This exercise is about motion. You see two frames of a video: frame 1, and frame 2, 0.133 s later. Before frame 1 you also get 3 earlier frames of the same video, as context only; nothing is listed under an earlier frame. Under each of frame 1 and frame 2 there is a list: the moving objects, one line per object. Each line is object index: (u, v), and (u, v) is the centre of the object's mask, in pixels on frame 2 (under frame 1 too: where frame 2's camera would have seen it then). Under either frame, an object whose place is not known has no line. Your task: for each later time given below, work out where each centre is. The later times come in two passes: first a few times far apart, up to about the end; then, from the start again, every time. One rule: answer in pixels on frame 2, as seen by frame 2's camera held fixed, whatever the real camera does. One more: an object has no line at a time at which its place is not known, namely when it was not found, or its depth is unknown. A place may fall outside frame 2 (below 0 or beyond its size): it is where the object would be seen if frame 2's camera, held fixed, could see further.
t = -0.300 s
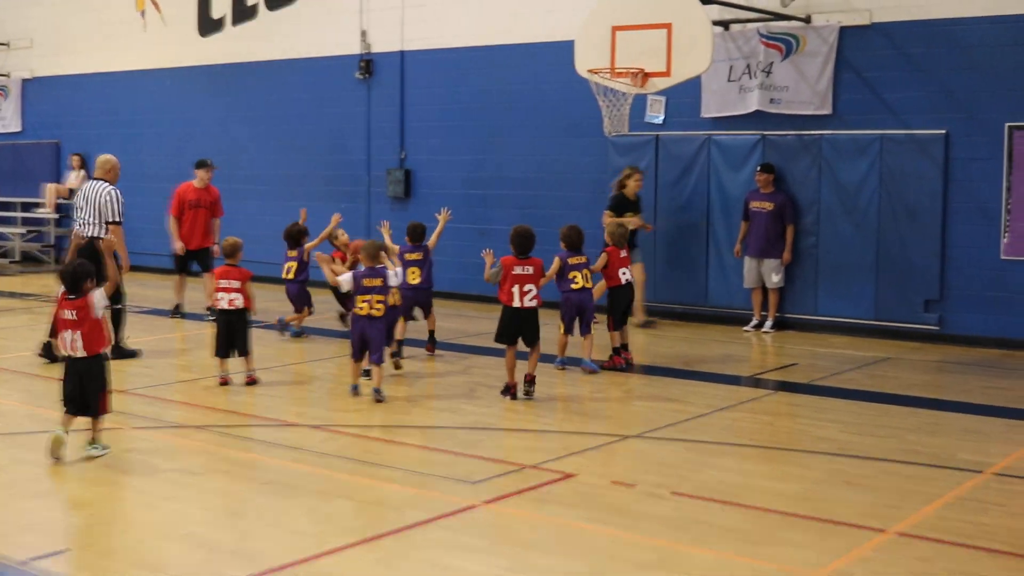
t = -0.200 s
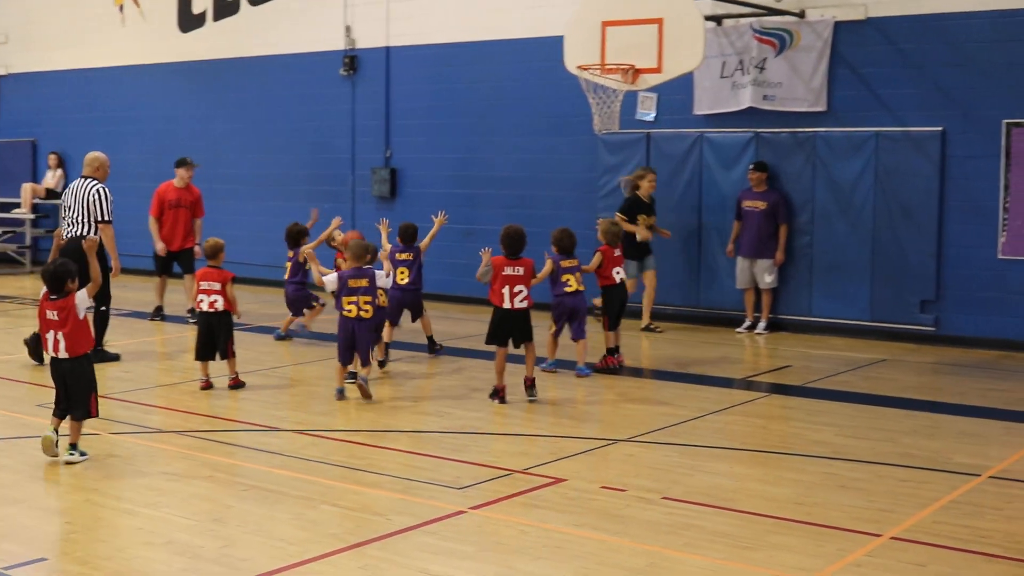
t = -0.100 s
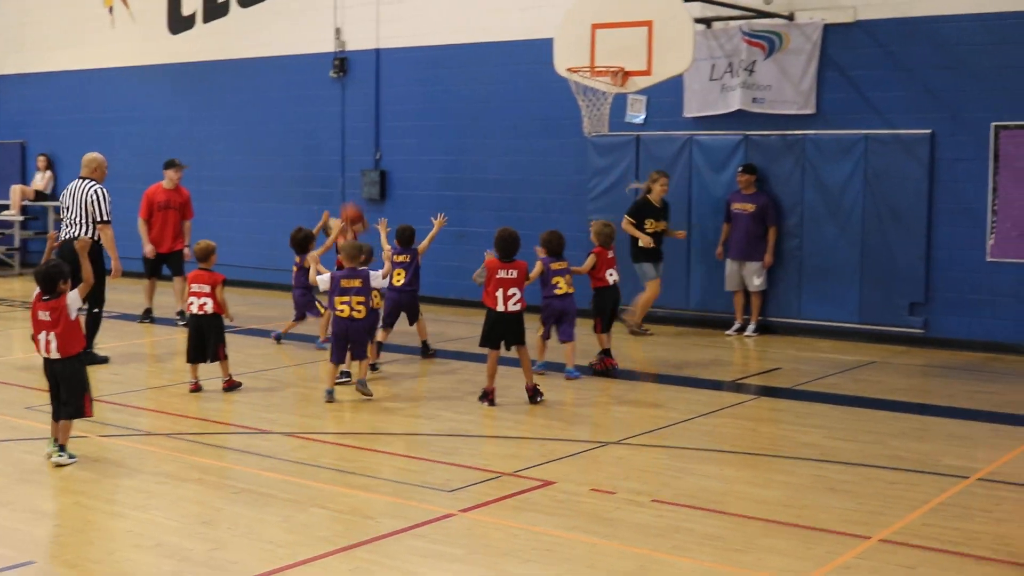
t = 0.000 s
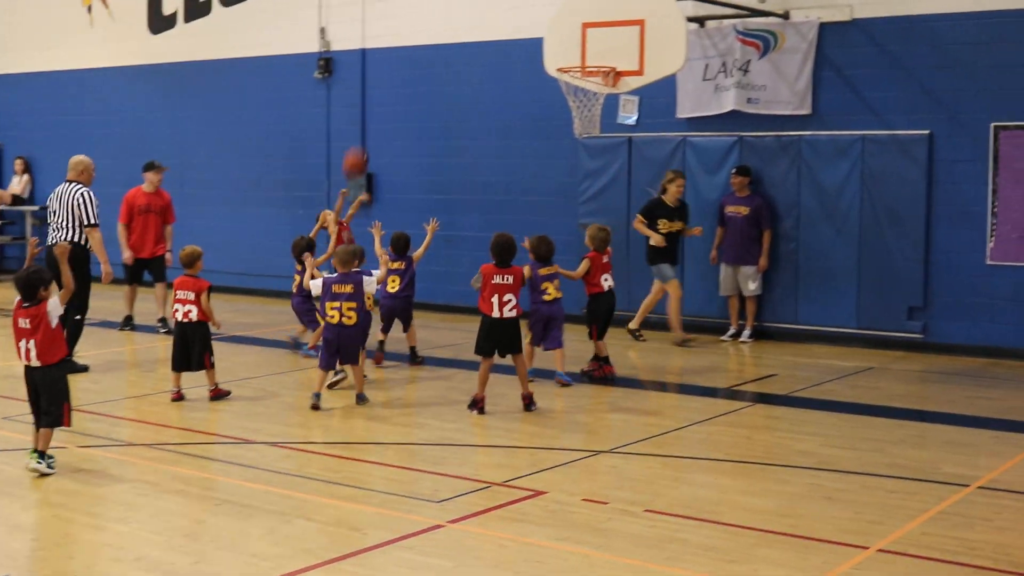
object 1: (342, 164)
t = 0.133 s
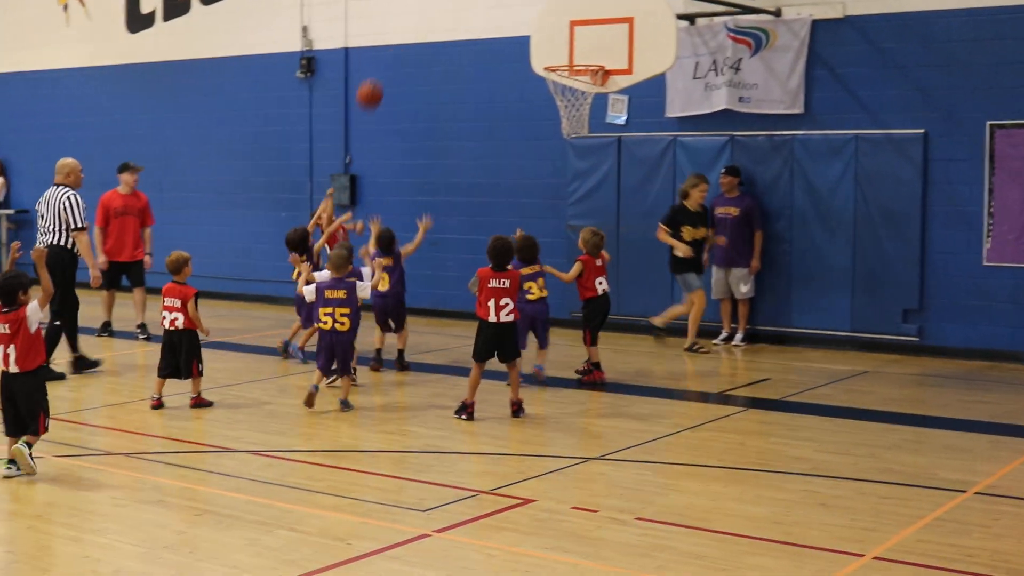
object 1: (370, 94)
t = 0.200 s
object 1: (384, 67)
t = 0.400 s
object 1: (429, 12)
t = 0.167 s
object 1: (377, 80)
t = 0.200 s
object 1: (384, 67)
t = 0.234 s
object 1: (391, 56)
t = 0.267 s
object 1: (399, 45)
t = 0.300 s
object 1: (407, 35)
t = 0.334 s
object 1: (414, 26)
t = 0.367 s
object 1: (421, 19)
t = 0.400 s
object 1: (429, 12)
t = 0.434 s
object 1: (436, 8)
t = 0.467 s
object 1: (444, 5)
